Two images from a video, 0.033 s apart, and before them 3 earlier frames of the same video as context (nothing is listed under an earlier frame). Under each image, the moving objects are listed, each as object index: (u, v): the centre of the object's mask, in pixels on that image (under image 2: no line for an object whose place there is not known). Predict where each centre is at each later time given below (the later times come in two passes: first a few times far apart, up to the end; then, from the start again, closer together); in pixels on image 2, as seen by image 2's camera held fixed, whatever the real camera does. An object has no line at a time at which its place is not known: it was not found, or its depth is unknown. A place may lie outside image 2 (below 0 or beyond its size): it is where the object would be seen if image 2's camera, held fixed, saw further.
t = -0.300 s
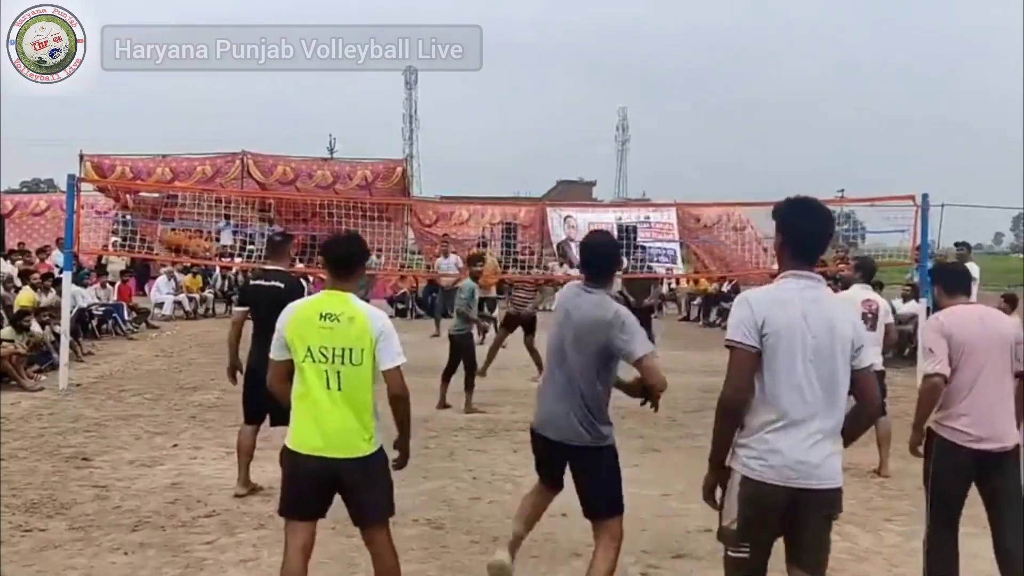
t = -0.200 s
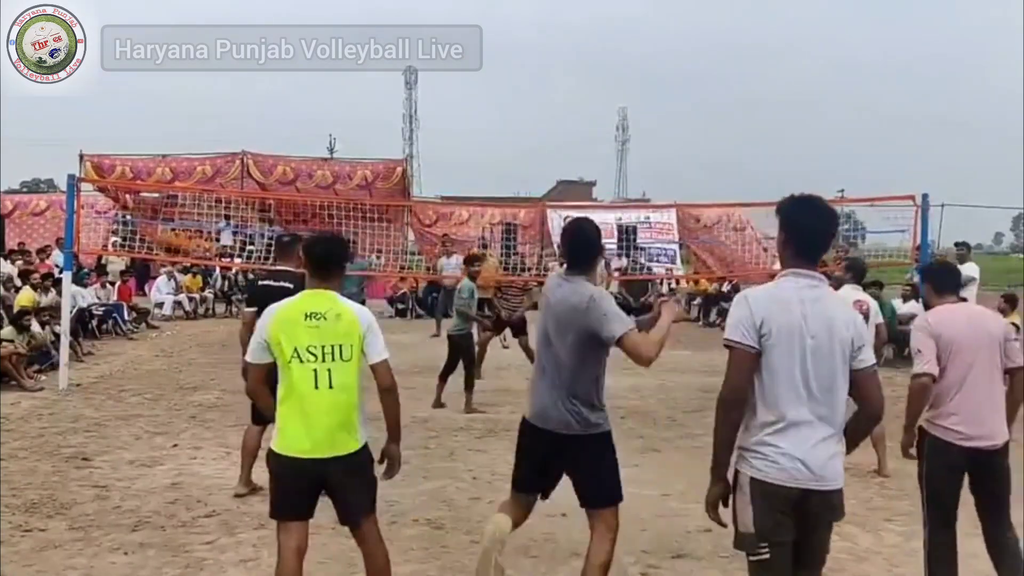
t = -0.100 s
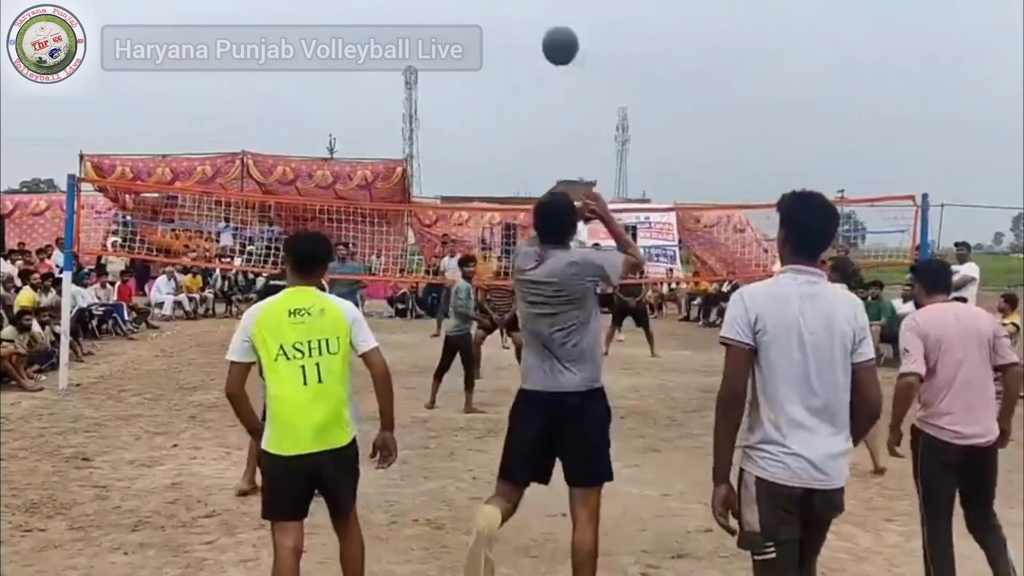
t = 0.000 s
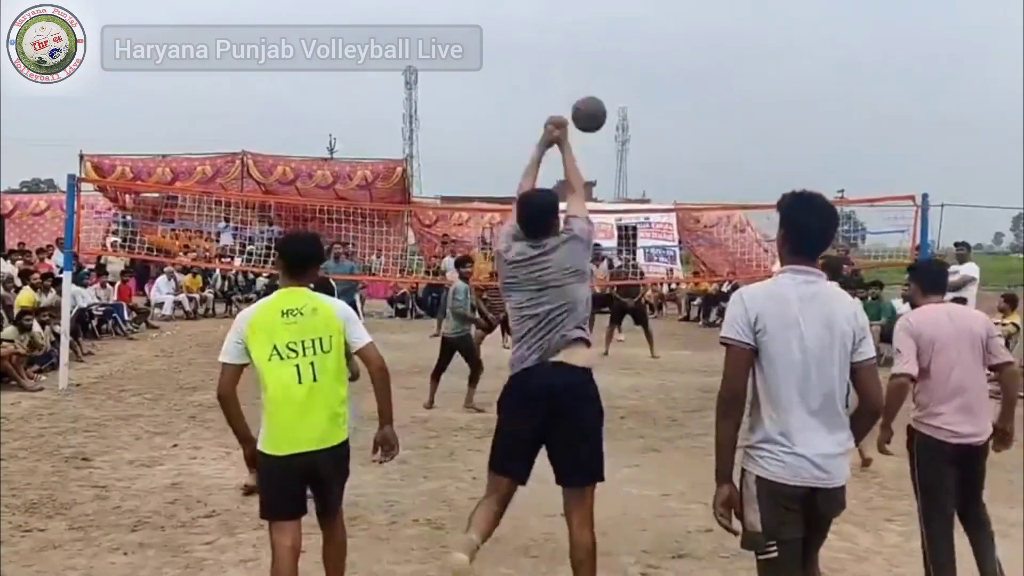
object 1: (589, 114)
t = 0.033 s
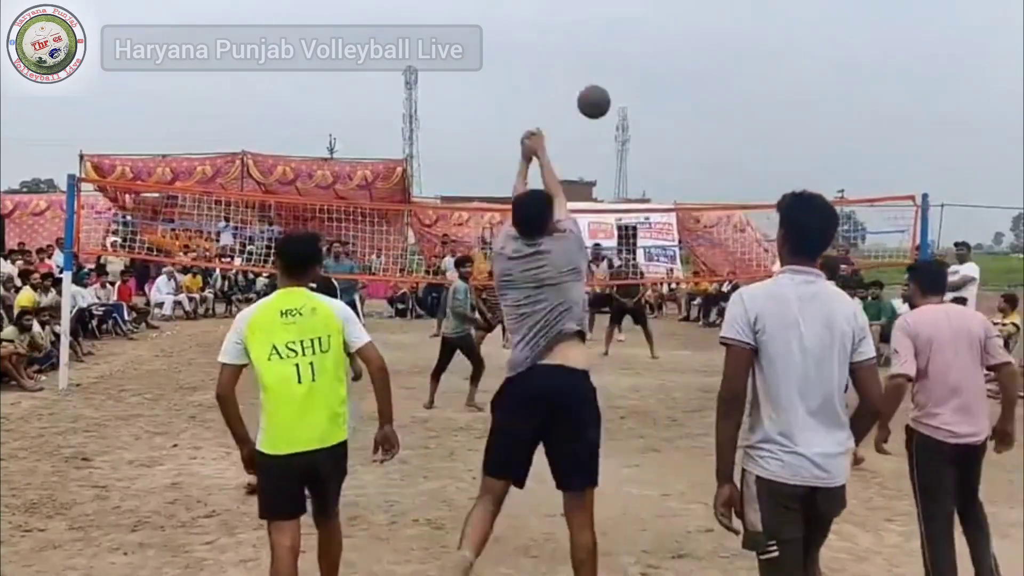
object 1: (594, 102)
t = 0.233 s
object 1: (615, 85)
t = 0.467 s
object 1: (636, 126)
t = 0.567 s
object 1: (644, 154)
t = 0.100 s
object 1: (598, 93)
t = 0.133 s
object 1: (603, 87)
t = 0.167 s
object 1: (607, 85)
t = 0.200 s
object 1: (611, 84)
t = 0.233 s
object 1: (615, 85)
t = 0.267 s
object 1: (618, 88)
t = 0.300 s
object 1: (622, 92)
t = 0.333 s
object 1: (625, 97)
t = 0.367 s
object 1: (628, 103)
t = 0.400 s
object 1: (631, 110)
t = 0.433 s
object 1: (633, 117)
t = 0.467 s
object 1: (636, 126)
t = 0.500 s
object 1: (639, 135)
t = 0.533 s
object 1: (642, 144)
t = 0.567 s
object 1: (644, 154)
